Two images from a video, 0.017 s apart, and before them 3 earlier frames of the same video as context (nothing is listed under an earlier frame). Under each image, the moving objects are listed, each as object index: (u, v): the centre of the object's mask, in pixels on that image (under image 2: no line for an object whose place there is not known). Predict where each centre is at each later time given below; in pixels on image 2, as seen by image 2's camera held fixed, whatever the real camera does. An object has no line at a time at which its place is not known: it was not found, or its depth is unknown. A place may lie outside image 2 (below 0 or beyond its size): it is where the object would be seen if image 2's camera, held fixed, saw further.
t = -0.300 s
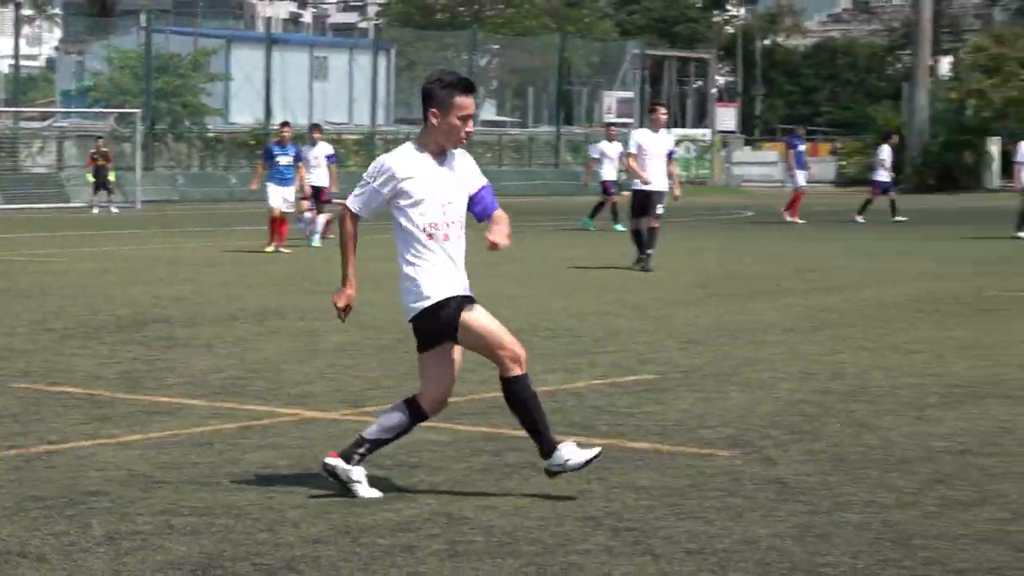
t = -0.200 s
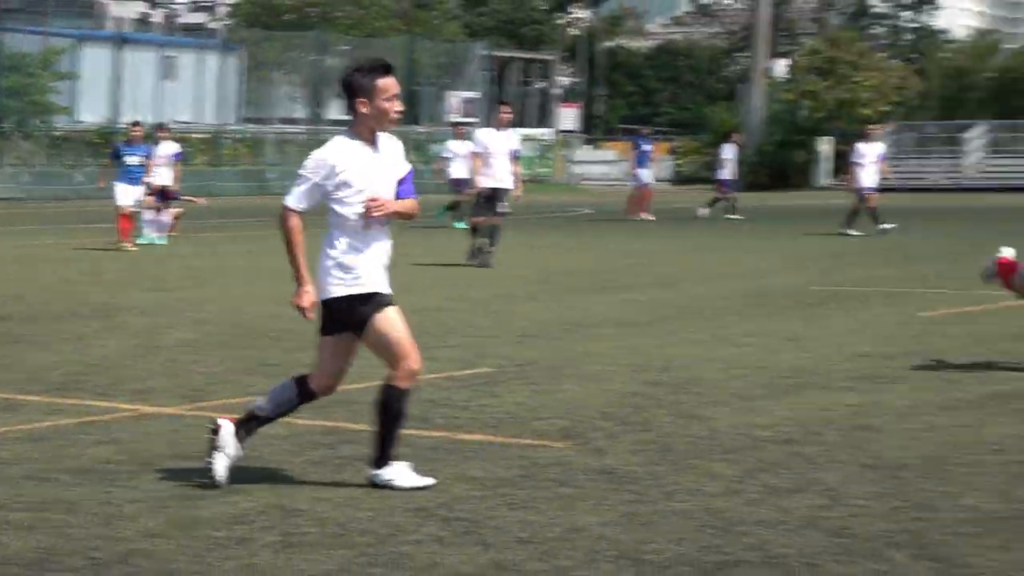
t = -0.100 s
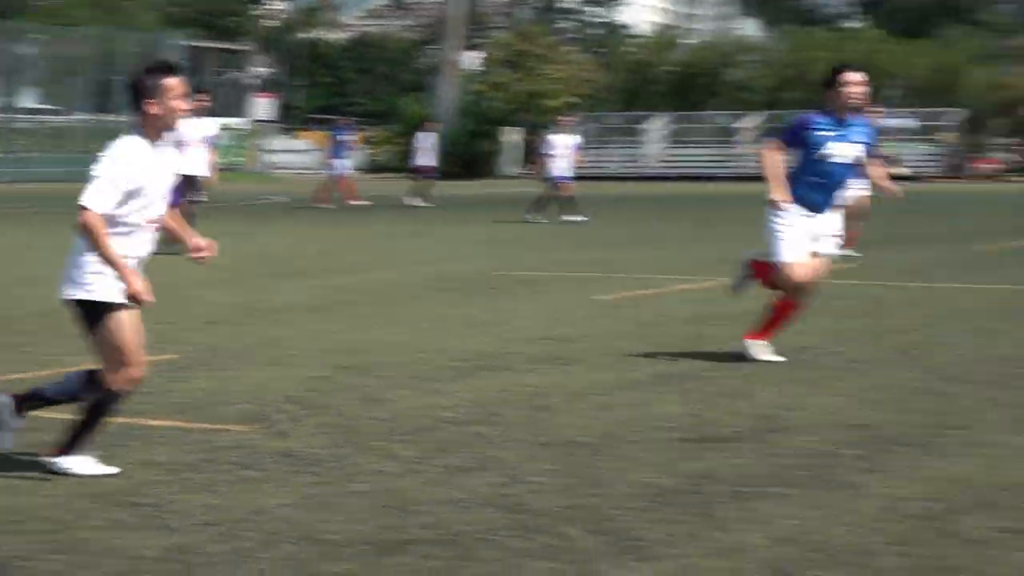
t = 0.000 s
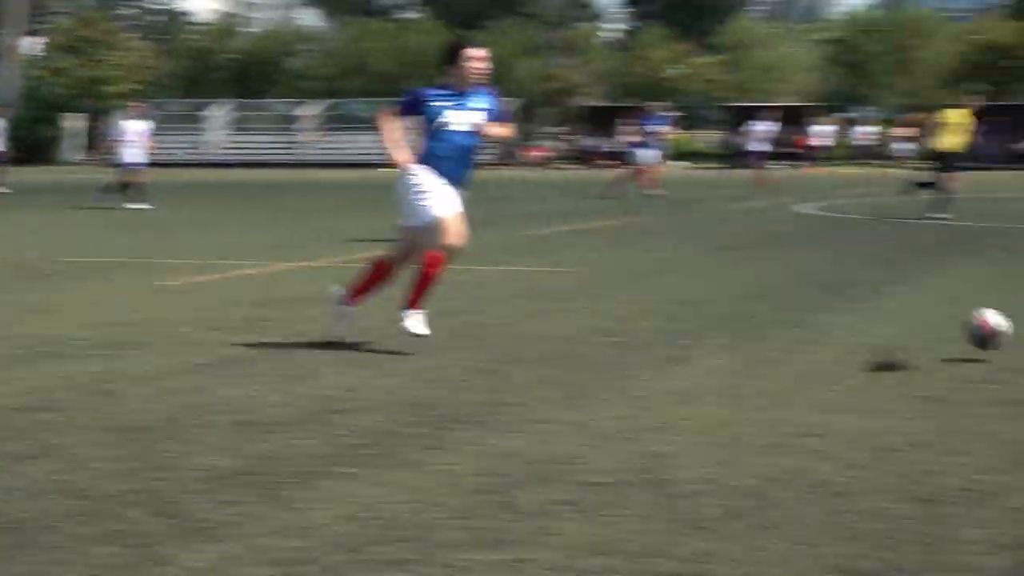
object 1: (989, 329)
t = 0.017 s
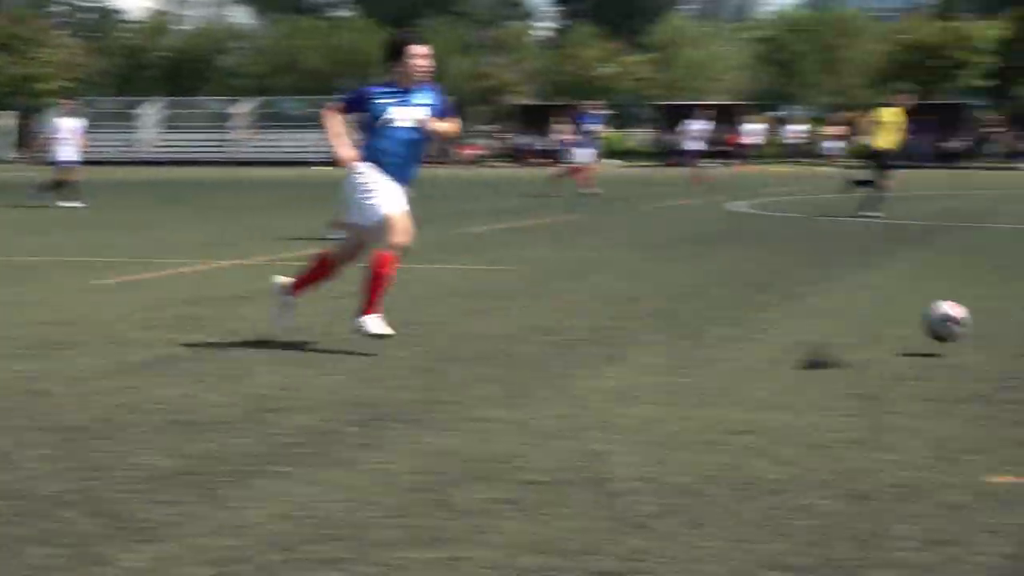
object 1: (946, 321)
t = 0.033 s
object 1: (972, 317)
